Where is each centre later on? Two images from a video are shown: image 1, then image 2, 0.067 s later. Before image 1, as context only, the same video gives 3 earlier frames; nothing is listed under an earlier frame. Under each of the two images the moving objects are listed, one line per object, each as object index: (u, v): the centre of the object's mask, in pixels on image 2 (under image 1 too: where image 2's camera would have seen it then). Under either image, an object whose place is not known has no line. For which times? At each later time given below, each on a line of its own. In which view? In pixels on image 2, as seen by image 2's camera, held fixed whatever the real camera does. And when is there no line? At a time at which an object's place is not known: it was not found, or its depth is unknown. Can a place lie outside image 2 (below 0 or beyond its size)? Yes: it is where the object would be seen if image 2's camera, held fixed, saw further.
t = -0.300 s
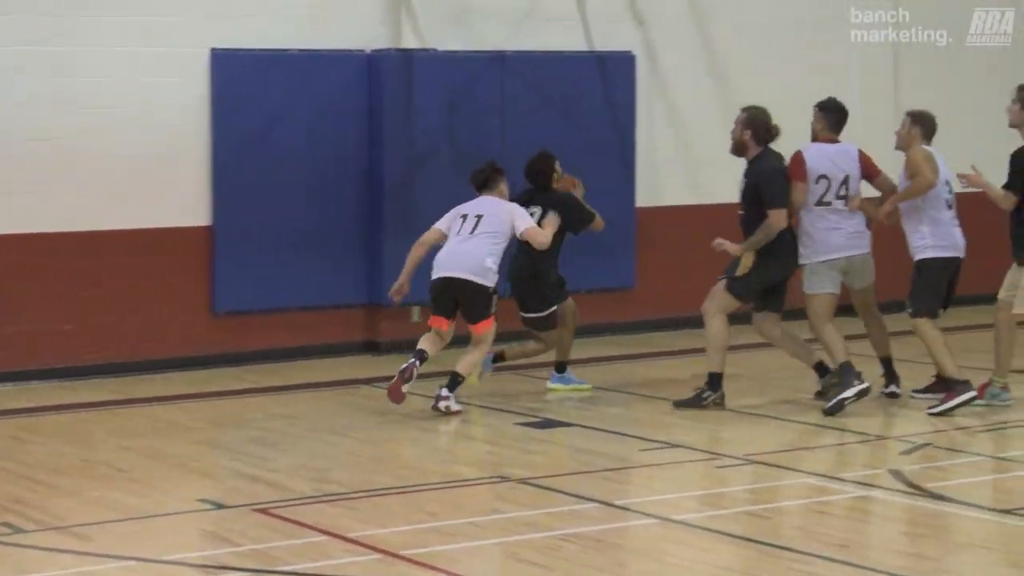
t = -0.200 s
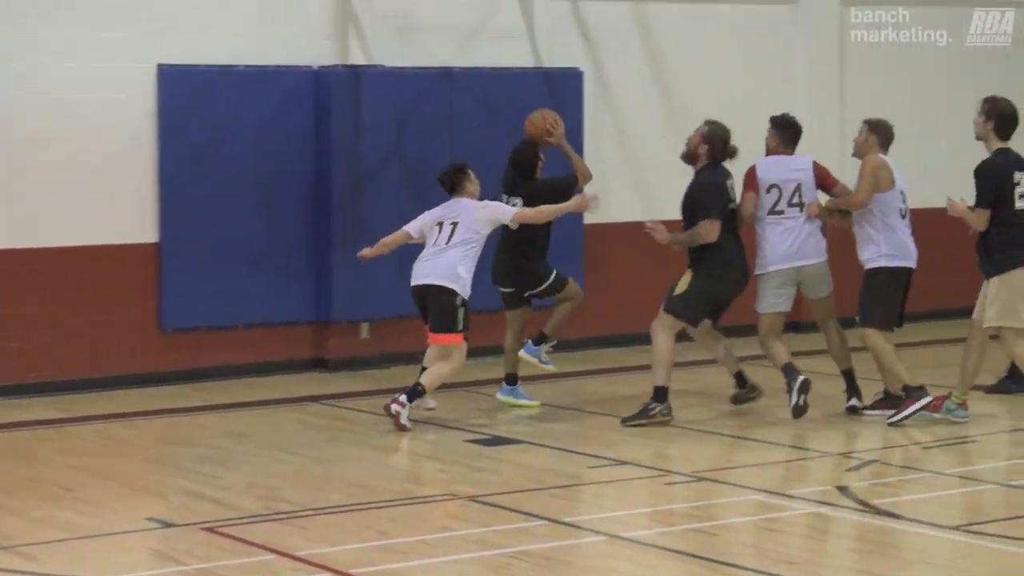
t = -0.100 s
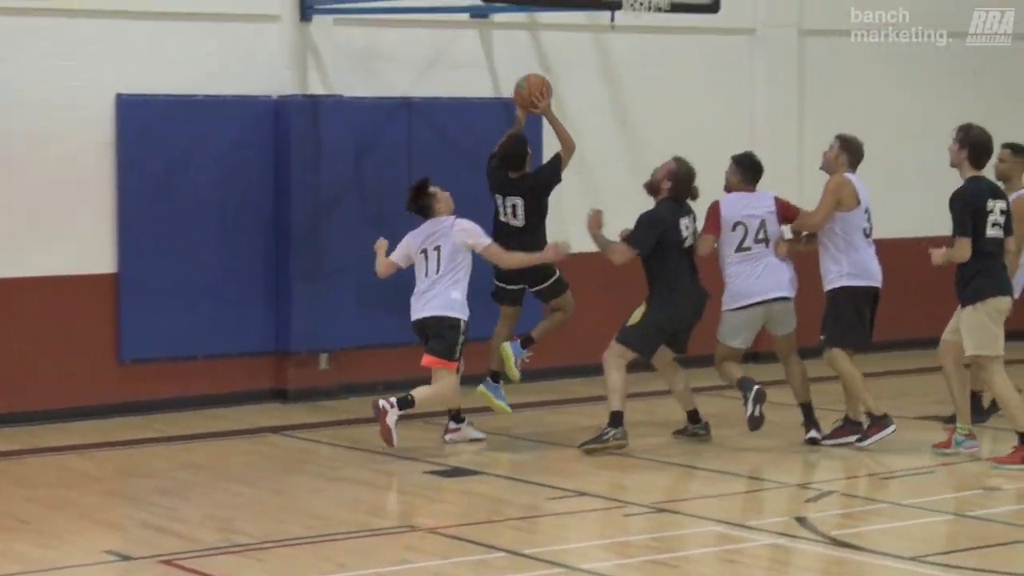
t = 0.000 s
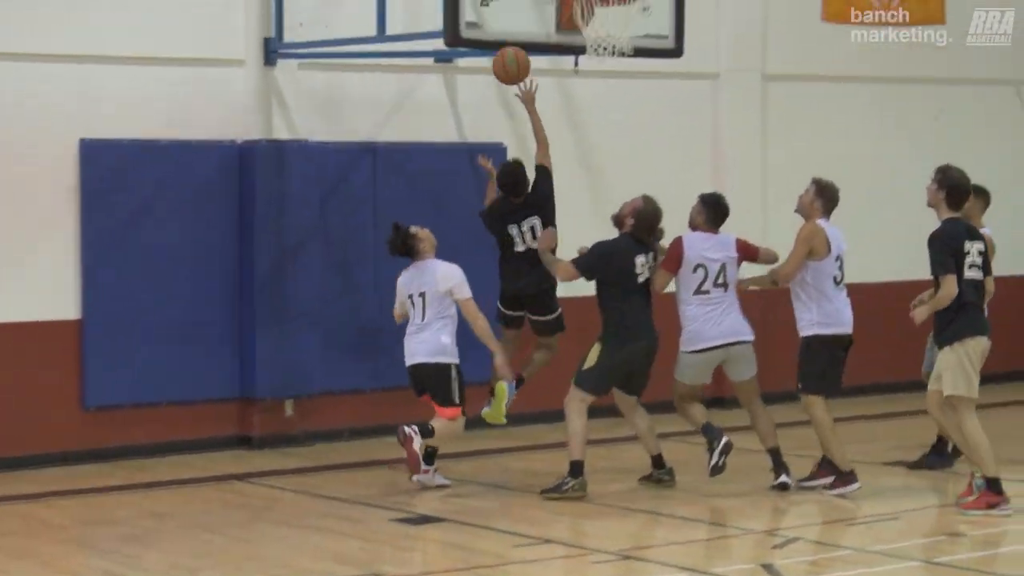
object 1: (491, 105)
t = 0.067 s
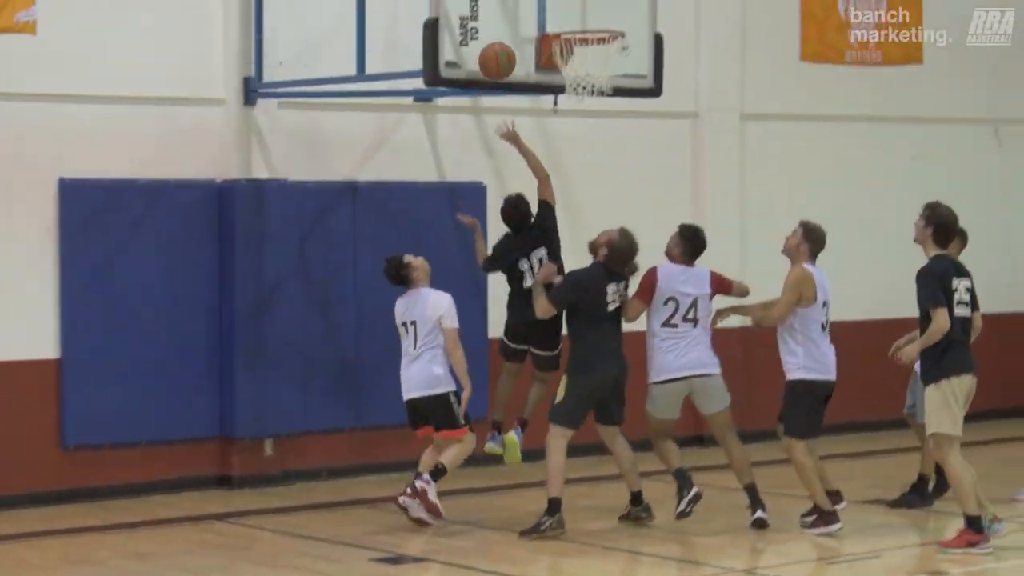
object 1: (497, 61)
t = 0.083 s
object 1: (499, 51)
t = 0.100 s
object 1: (500, 42)
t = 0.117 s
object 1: (502, 33)
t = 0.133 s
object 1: (505, 27)
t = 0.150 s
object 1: (509, 23)
